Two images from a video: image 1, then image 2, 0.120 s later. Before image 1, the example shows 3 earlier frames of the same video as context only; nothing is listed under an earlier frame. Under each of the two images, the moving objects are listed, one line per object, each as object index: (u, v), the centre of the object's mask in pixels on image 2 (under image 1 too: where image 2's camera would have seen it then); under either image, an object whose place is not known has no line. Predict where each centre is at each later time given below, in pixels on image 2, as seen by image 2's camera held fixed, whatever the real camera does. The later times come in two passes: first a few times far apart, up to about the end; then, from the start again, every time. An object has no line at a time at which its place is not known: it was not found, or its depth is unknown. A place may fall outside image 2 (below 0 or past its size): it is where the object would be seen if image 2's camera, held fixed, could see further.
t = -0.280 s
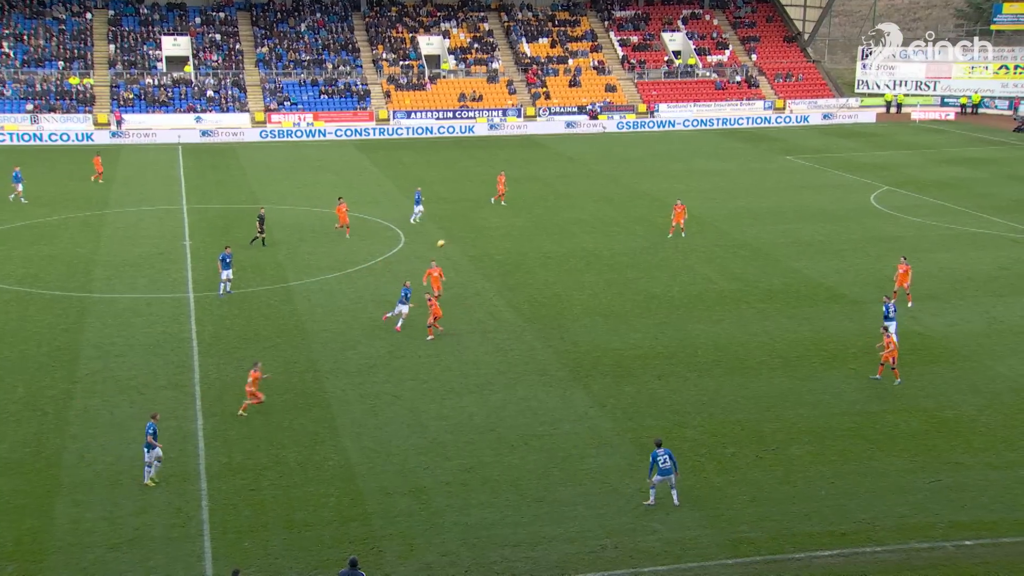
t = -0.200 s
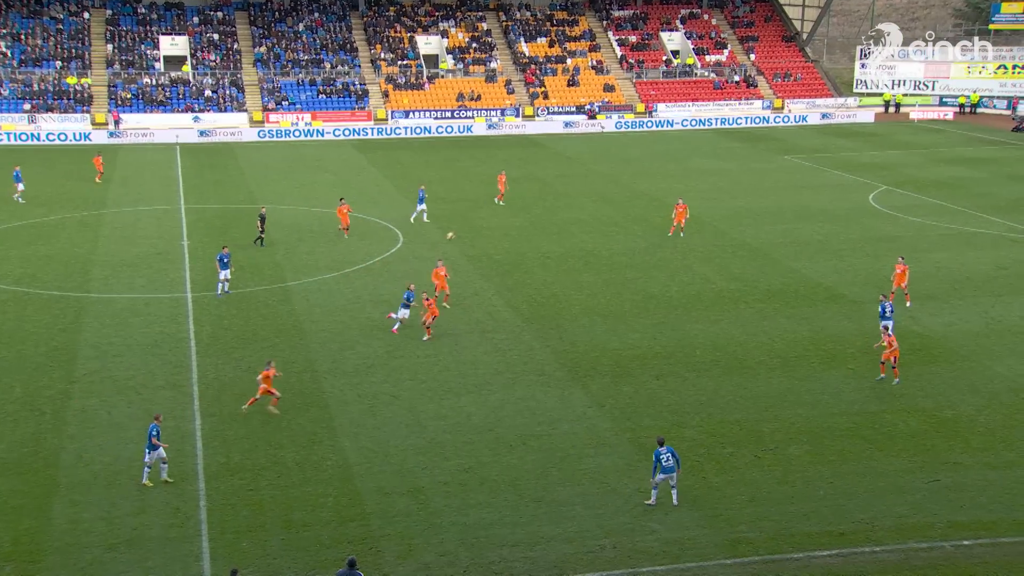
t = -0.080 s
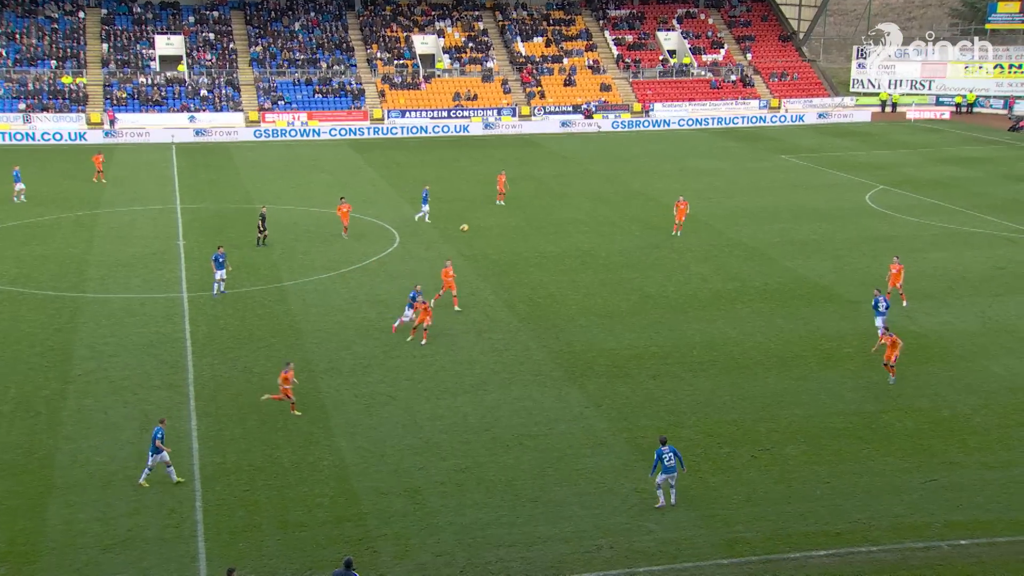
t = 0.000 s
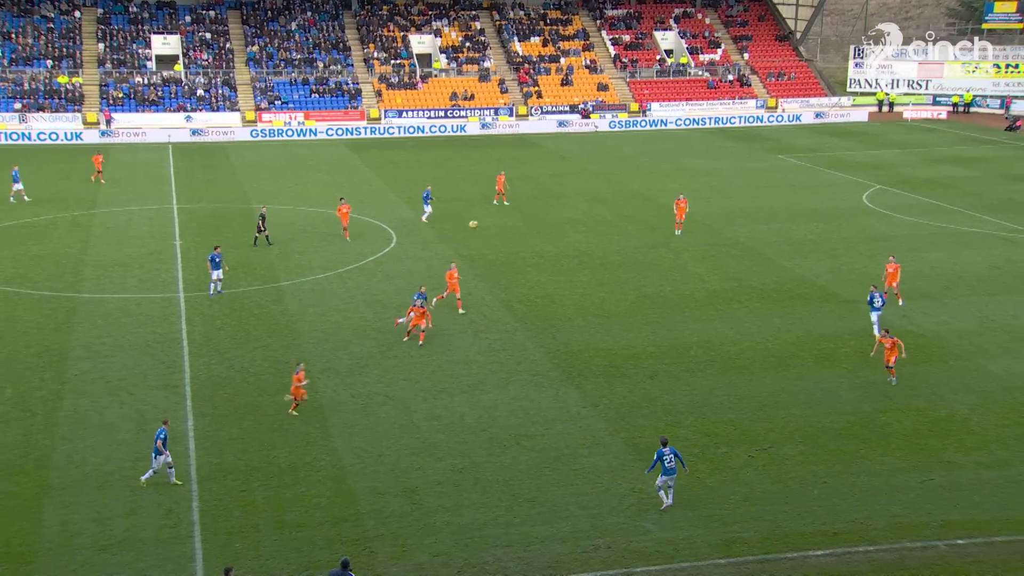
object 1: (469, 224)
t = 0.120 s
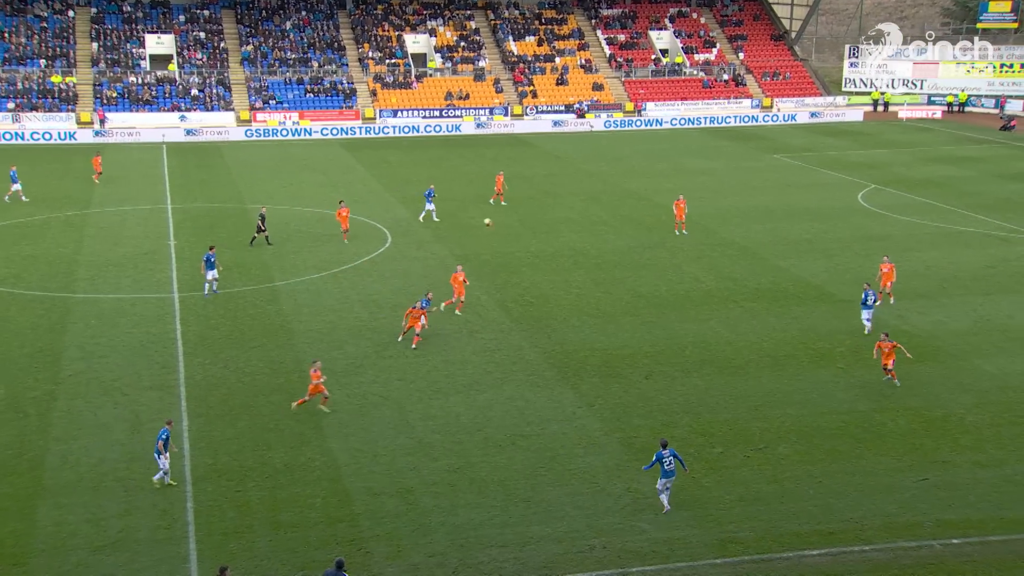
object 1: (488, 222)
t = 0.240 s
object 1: (507, 225)
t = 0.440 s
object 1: (543, 239)
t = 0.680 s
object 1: (588, 277)
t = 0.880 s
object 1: (629, 326)
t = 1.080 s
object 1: (673, 393)
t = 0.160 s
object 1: (494, 223)
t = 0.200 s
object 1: (501, 224)
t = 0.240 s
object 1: (507, 225)
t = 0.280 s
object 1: (514, 227)
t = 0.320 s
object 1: (521, 229)
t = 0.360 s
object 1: (528, 232)
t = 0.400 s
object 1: (536, 235)
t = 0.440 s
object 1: (543, 239)
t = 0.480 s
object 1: (550, 244)
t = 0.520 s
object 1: (557, 249)
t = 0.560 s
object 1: (565, 255)
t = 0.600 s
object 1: (573, 261)
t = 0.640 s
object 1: (580, 269)
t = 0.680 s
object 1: (588, 277)
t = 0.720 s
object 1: (596, 285)
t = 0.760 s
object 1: (604, 294)
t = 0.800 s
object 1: (613, 304)
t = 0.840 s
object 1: (621, 314)
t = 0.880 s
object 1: (629, 326)
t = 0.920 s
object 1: (638, 338)
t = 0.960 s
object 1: (646, 351)
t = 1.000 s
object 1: (655, 364)
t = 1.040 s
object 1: (664, 378)
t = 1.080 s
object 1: (673, 393)
